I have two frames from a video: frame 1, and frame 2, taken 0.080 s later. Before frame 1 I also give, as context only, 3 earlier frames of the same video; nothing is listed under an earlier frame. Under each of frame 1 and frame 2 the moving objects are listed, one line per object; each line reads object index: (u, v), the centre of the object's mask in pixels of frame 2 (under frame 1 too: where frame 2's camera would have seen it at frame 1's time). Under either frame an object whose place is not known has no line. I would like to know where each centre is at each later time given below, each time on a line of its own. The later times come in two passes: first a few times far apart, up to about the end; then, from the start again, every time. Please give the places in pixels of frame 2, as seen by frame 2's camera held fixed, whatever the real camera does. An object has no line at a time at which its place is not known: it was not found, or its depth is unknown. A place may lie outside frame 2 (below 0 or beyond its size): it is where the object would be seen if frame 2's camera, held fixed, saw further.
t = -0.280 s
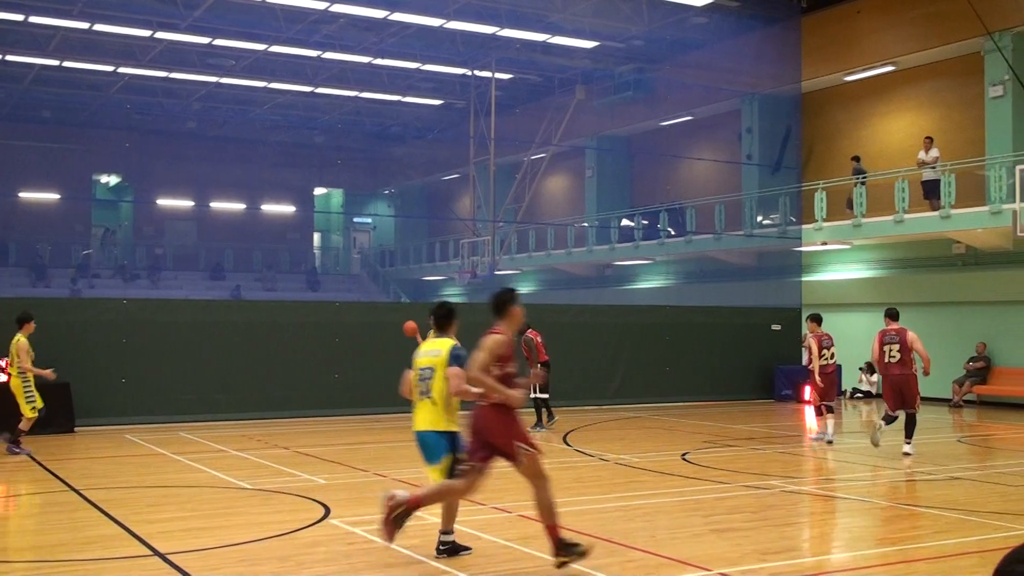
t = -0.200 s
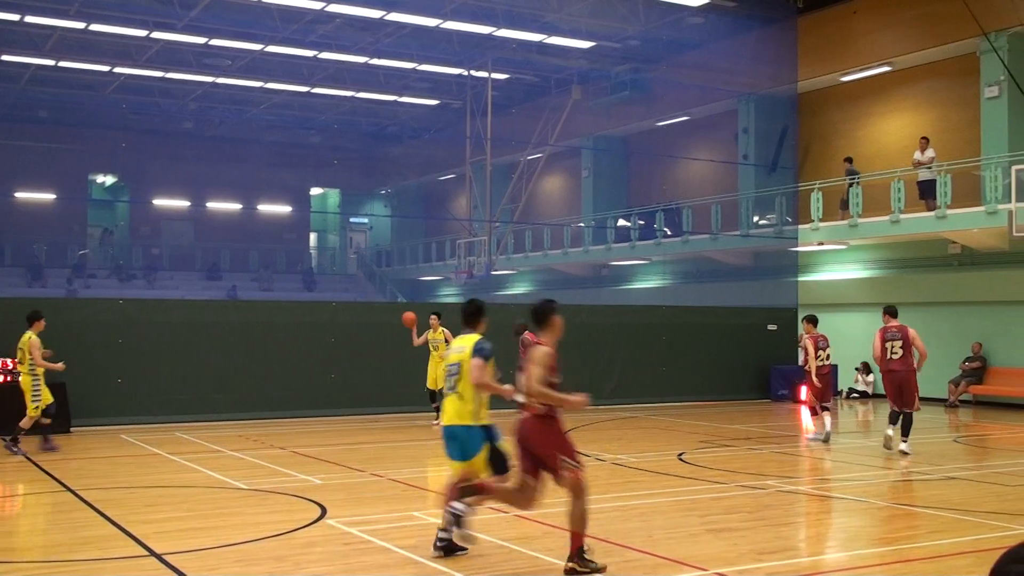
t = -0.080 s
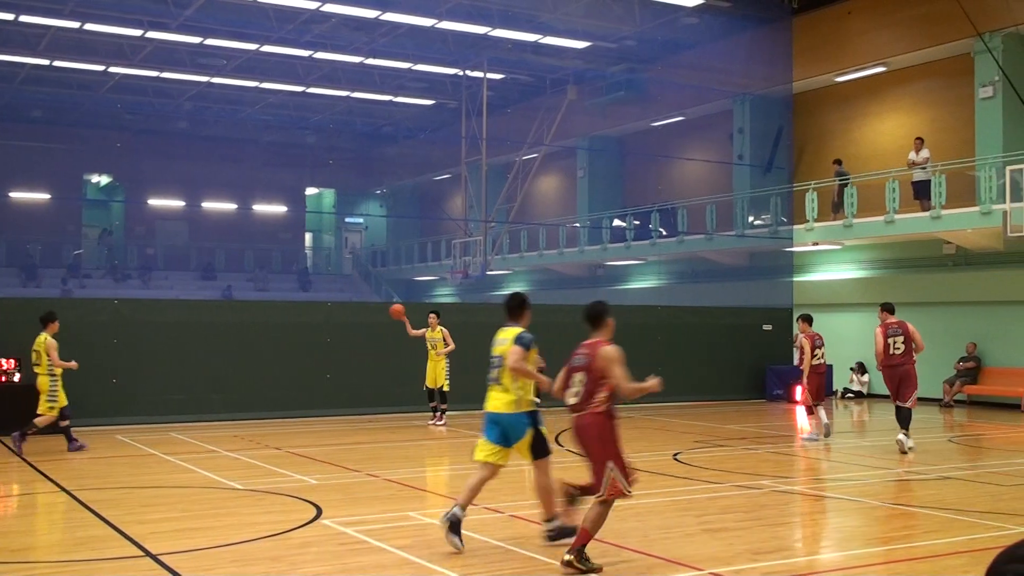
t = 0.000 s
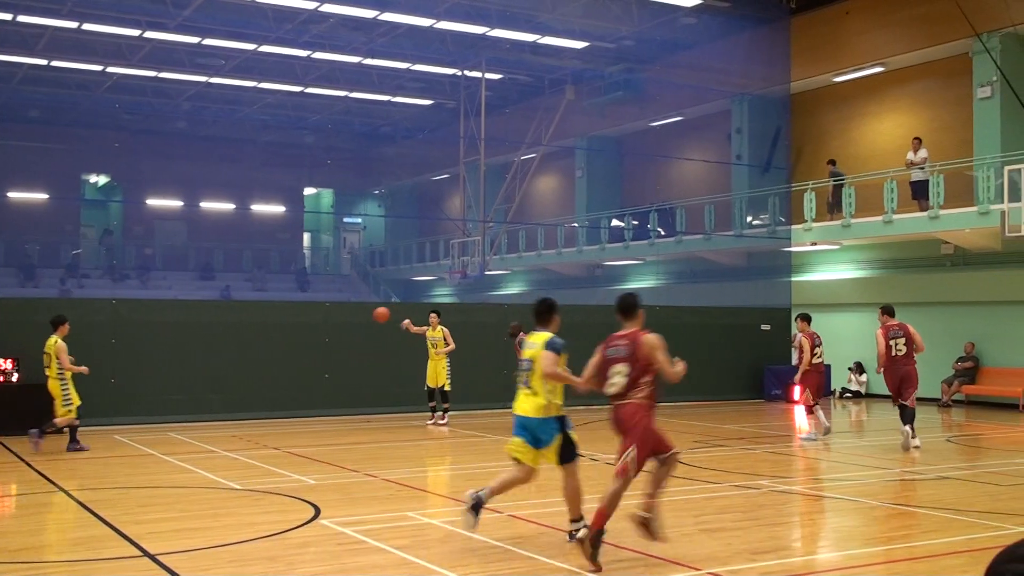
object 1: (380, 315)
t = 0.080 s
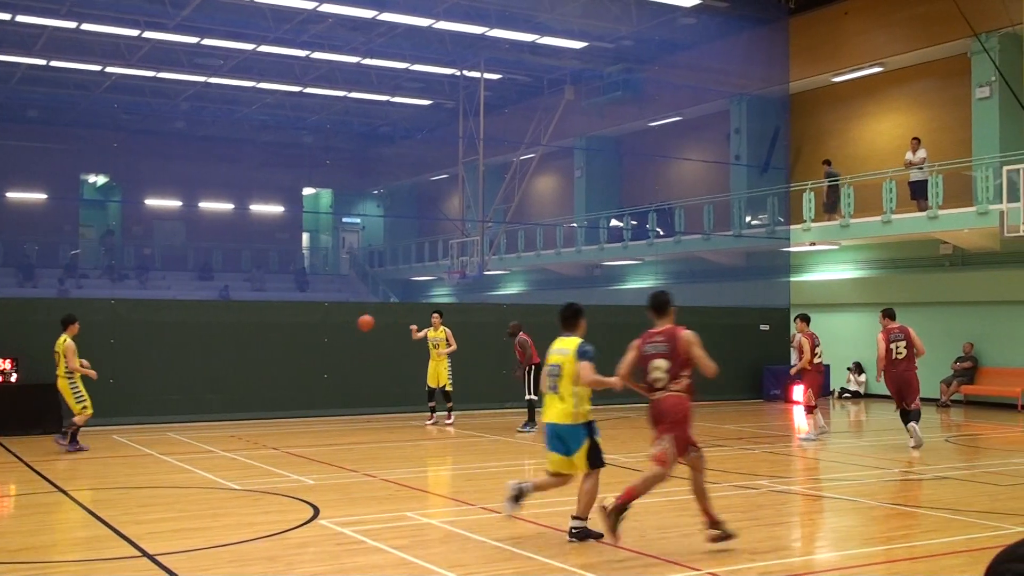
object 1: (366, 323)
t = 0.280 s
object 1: (327, 363)
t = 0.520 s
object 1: (281, 423)
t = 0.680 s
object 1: (266, 381)
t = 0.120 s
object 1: (358, 328)
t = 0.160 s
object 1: (351, 335)
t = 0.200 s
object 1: (343, 342)
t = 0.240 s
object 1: (335, 352)
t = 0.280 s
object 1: (327, 363)
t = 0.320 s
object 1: (319, 374)
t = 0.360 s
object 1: (311, 387)
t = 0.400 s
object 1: (302, 401)
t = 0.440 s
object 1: (294, 417)
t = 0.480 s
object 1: (285, 435)
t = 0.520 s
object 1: (281, 423)
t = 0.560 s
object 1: (277, 410)
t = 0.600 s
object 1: (273, 400)
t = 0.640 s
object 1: (270, 390)
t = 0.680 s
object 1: (266, 381)
